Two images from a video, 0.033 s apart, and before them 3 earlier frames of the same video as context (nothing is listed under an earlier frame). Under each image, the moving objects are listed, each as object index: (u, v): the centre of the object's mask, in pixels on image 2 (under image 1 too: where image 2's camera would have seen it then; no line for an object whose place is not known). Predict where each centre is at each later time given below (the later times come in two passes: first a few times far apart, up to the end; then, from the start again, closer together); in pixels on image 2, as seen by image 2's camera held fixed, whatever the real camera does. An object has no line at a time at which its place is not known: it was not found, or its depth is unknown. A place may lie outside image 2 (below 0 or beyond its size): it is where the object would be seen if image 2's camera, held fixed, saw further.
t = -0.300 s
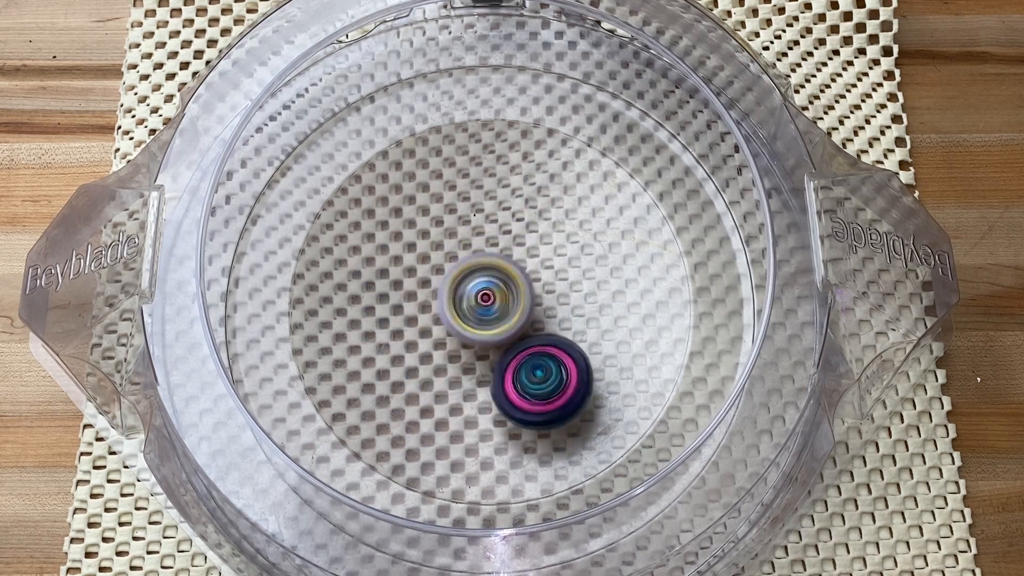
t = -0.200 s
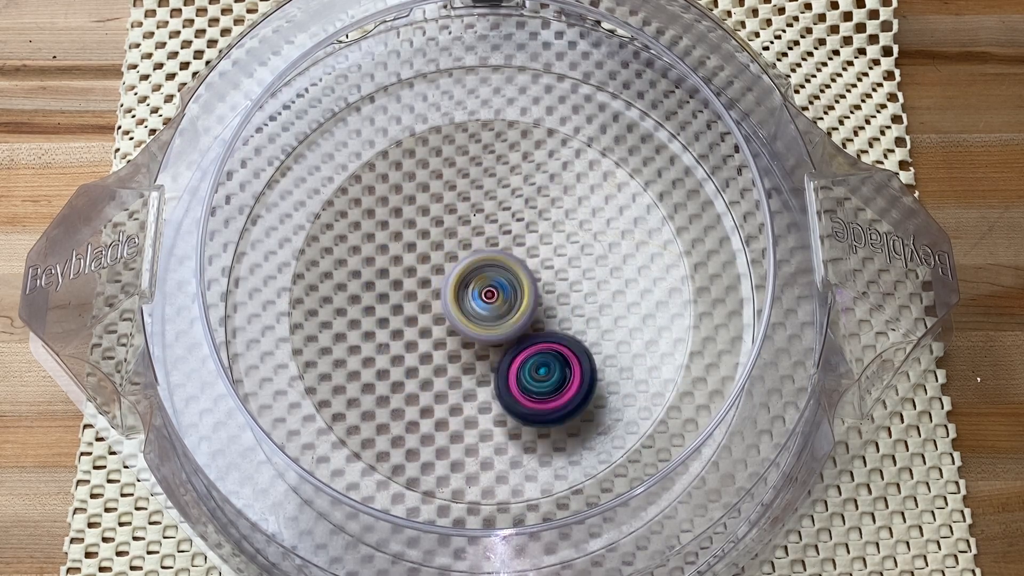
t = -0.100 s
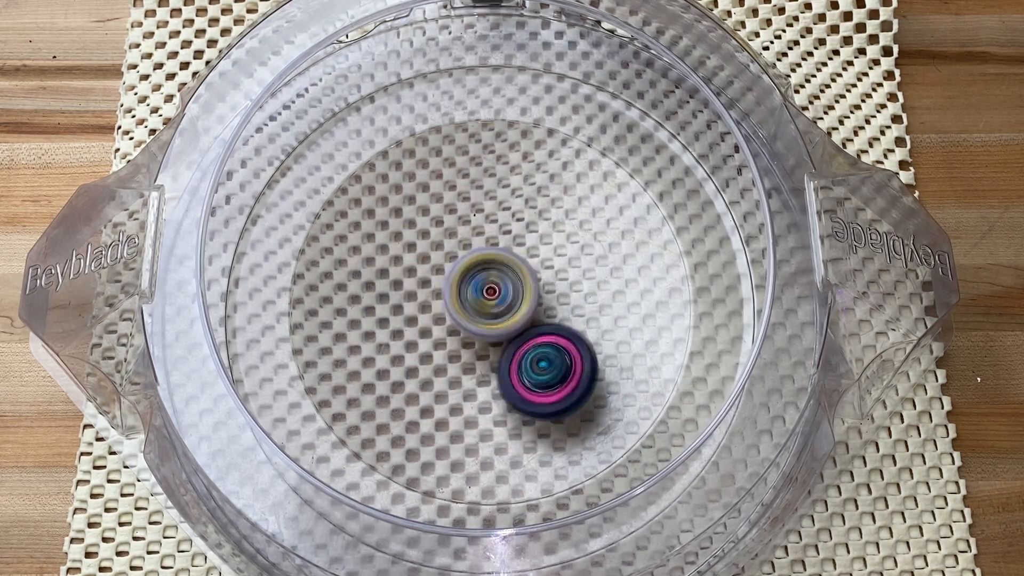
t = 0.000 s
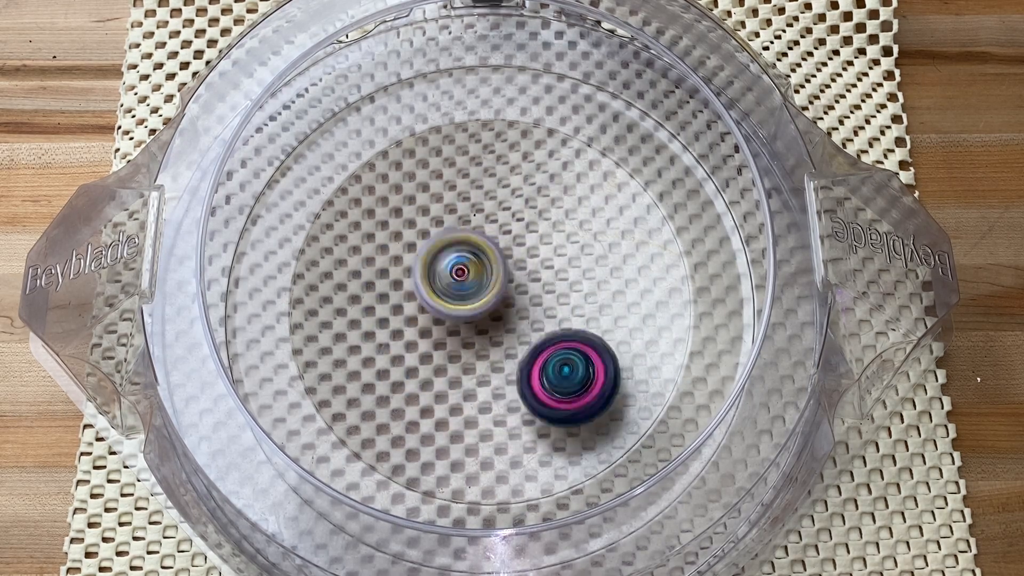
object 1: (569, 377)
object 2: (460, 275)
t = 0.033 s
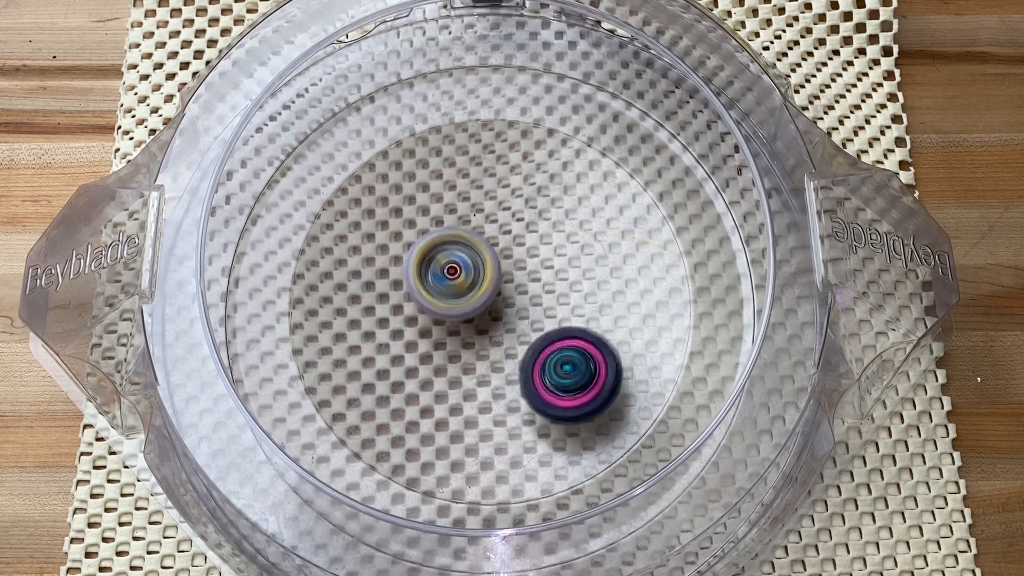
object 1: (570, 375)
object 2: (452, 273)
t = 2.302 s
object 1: (412, 258)
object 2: (511, 309)
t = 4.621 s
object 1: (555, 344)
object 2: (472, 294)
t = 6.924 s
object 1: (514, 262)
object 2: (470, 357)
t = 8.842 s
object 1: (521, 326)
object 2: (444, 272)
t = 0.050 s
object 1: (571, 374)
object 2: (447, 275)
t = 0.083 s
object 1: (573, 370)
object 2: (443, 276)
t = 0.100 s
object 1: (572, 369)
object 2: (443, 280)
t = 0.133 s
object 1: (573, 366)
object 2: (442, 285)
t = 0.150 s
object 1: (572, 364)
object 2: (443, 288)
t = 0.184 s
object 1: (572, 361)
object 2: (446, 295)
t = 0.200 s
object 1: (572, 359)
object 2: (448, 298)
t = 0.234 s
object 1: (571, 355)
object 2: (453, 305)
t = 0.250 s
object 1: (570, 352)
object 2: (456, 307)
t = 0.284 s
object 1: (568, 348)
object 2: (464, 313)
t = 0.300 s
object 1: (568, 346)
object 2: (467, 315)
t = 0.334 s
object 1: (573, 342)
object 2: (467, 313)
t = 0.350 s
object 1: (579, 341)
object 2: (461, 313)
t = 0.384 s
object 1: (583, 337)
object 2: (454, 311)
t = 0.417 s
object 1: (580, 332)
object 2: (450, 308)
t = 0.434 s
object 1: (579, 330)
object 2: (450, 310)
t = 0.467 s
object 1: (577, 324)
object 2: (449, 310)
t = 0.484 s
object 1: (575, 322)
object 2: (450, 309)
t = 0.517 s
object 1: (572, 317)
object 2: (451, 311)
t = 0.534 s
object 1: (569, 314)
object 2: (452, 310)
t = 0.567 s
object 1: (565, 308)
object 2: (455, 310)
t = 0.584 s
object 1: (563, 305)
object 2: (455, 311)
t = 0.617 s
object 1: (558, 300)
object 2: (458, 309)
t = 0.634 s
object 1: (557, 297)
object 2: (459, 310)
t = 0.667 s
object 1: (557, 292)
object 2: (458, 309)
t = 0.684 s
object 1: (555, 290)
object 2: (458, 308)
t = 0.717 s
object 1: (552, 286)
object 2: (458, 307)
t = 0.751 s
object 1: (552, 279)
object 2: (456, 306)
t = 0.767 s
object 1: (558, 275)
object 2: (451, 305)
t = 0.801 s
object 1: (561, 269)
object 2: (444, 307)
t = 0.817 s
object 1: (561, 267)
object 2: (440, 307)
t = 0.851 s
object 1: (560, 263)
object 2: (441, 307)
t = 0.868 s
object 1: (560, 261)
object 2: (441, 308)
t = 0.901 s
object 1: (558, 257)
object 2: (445, 309)
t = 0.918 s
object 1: (558, 255)
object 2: (449, 309)
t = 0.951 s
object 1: (557, 253)
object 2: (454, 309)
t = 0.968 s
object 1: (556, 253)
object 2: (456, 308)
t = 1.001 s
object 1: (554, 251)
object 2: (463, 306)
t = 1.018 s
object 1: (552, 249)
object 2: (465, 306)
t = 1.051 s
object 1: (550, 248)
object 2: (471, 304)
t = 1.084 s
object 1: (549, 245)
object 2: (473, 302)
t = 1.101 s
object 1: (550, 244)
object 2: (471, 305)
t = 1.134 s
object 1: (548, 243)
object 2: (469, 306)
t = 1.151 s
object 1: (546, 242)
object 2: (470, 305)
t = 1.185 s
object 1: (542, 241)
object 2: (471, 305)
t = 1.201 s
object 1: (540, 240)
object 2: (471, 305)
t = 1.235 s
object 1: (538, 237)
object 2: (471, 306)
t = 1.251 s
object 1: (536, 236)
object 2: (473, 310)
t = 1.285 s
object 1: (533, 235)
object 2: (475, 311)
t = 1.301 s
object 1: (531, 235)
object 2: (478, 310)
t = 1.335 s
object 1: (528, 232)
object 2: (480, 314)
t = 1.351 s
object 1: (525, 232)
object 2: (478, 315)
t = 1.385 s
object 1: (521, 231)
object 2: (482, 316)
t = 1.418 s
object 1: (517, 229)
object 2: (485, 316)
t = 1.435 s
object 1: (515, 228)
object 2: (486, 320)
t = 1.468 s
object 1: (512, 227)
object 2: (488, 323)
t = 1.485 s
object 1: (510, 227)
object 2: (491, 322)
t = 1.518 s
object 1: (506, 227)
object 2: (494, 322)
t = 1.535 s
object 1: (503, 227)
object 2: (494, 322)
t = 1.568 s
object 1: (497, 227)
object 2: (498, 319)
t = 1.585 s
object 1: (494, 225)
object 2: (501, 321)
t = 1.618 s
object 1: (488, 221)
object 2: (505, 328)
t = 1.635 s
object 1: (486, 221)
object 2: (507, 329)
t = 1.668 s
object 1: (480, 220)
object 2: (510, 330)
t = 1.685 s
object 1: (477, 219)
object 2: (509, 331)
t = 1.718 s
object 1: (473, 219)
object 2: (510, 329)
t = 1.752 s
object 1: (468, 219)
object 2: (511, 326)
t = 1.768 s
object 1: (466, 219)
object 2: (514, 325)
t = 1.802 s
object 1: (461, 220)
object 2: (514, 321)
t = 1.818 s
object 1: (458, 221)
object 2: (514, 317)
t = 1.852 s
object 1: (454, 222)
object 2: (515, 313)
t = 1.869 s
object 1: (452, 223)
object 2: (514, 313)
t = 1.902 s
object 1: (449, 225)
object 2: (512, 309)
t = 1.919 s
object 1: (447, 227)
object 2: (512, 306)
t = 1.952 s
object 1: (445, 229)
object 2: (509, 304)
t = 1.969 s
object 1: (443, 230)
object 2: (506, 303)
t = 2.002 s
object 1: (440, 233)
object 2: (502, 301)
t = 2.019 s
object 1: (437, 233)
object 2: (505, 303)
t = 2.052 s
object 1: (428, 232)
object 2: (509, 311)
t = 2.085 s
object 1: (425, 235)
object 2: (512, 316)
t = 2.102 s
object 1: (424, 236)
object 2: (511, 315)
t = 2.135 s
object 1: (421, 239)
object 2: (513, 316)
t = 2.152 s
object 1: (419, 242)
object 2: (513, 318)
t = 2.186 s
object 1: (416, 245)
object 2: (513, 317)
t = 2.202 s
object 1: (415, 246)
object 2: (513, 314)
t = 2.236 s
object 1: (414, 250)
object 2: (513, 312)
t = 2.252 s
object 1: (413, 252)
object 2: (512, 312)
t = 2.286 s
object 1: (413, 256)
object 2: (510, 310)
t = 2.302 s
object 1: (412, 258)
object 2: (511, 309)
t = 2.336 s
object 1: (412, 263)
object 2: (509, 307)
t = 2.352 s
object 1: (413, 266)
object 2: (505, 307)
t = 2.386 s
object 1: (413, 271)
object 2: (502, 306)
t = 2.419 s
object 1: (410, 275)
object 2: (503, 306)
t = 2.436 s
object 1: (410, 277)
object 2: (506, 307)
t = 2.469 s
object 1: (410, 282)
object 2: (505, 306)
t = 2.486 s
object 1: (410, 284)
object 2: (503, 306)
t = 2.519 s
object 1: (407, 289)
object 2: (506, 304)
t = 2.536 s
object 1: (407, 291)
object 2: (510, 305)
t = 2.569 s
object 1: (406, 295)
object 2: (512, 304)
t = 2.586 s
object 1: (406, 297)
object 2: (511, 302)
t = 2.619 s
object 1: (407, 302)
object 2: (511, 300)
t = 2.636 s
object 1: (407, 304)
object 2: (511, 300)
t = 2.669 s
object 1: (407, 308)
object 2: (508, 298)
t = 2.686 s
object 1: (408, 310)
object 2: (507, 296)
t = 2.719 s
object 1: (408, 314)
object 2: (506, 294)
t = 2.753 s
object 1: (409, 317)
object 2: (505, 292)
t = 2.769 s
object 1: (409, 319)
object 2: (506, 291)
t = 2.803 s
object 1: (410, 322)
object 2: (507, 287)
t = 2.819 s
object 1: (411, 324)
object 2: (508, 284)
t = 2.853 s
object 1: (413, 327)
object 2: (507, 281)
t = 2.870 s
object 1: (414, 329)
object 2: (506, 280)
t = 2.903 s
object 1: (417, 332)
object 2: (502, 279)
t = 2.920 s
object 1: (419, 334)
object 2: (501, 276)
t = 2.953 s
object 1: (416, 341)
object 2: (503, 272)
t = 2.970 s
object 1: (411, 348)
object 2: (508, 266)
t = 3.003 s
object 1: (408, 357)
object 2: (515, 257)
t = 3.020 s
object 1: (409, 359)
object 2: (519, 251)
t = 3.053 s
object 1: (412, 364)
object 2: (520, 247)
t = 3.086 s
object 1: (414, 368)
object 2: (519, 246)
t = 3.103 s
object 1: (416, 370)
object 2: (517, 248)
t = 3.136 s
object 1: (419, 373)
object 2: (514, 250)
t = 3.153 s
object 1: (421, 374)
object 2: (512, 249)
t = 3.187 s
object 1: (425, 377)
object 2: (507, 252)
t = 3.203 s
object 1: (427, 378)
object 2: (505, 255)
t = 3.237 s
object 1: (431, 380)
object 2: (501, 258)
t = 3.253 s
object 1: (434, 381)
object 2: (499, 259)
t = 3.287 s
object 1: (439, 381)
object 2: (497, 263)
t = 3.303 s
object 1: (442, 381)
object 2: (497, 267)
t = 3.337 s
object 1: (448, 382)
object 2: (497, 272)
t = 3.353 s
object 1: (451, 382)
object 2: (496, 275)
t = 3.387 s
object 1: (458, 381)
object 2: (496, 283)
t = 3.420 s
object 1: (465, 379)
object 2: (498, 291)
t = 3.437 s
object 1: (467, 381)
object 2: (500, 292)
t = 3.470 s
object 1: (465, 391)
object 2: (512, 286)
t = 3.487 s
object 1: (466, 392)
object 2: (516, 286)
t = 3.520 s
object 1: (469, 393)
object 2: (524, 285)
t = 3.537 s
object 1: (470, 393)
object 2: (526, 283)
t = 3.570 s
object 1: (473, 392)
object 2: (530, 282)
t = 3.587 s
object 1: (475, 392)
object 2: (533, 280)
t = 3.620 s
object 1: (478, 390)
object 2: (535, 278)
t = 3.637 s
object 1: (481, 389)
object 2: (535, 278)
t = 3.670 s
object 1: (485, 388)
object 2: (533, 274)
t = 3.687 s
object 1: (487, 386)
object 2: (530, 272)
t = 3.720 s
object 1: (491, 382)
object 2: (523, 272)
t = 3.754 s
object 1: (497, 379)
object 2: (514, 276)
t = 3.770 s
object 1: (499, 377)
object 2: (511, 278)
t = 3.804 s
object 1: (504, 388)
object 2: (504, 269)
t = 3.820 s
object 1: (505, 397)
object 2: (498, 262)
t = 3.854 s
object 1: (508, 408)
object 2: (490, 250)
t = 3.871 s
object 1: (509, 410)
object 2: (484, 246)
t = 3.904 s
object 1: (511, 410)
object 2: (477, 243)
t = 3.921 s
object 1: (512, 410)
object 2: (476, 242)
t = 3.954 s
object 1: (514, 410)
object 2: (469, 242)
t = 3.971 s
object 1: (515, 409)
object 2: (467, 246)
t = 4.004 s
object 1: (516, 407)
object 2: (464, 252)
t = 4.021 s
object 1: (517, 406)
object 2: (461, 256)
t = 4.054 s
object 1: (519, 402)
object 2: (459, 263)
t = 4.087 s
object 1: (520, 399)
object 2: (457, 272)
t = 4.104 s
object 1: (520, 397)
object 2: (455, 276)
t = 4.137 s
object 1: (521, 391)
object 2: (455, 287)
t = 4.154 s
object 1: (521, 389)
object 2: (456, 290)
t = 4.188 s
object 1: (521, 382)
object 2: (457, 301)
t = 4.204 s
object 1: (522, 379)
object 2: (460, 306)
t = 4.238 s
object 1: (541, 391)
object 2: (449, 294)
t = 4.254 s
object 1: (550, 394)
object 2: (443, 288)
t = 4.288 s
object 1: (557, 395)
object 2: (436, 281)
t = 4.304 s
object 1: (559, 394)
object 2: (432, 278)
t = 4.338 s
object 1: (561, 391)
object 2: (431, 277)
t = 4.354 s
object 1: (562, 390)
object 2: (430, 275)
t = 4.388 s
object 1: (563, 386)
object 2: (429, 278)
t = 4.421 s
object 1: (563, 383)
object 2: (430, 281)
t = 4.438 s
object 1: (564, 380)
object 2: (430, 282)
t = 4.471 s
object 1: (564, 375)
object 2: (433, 288)
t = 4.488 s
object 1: (563, 372)
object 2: (438, 290)
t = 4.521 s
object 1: (562, 365)
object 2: (444, 293)
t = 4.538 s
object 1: (561, 361)
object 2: (450, 296)
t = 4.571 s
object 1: (558, 354)
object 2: (461, 297)
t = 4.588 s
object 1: (556, 350)
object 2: (465, 298)
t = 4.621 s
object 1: (555, 344)
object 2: (472, 294)
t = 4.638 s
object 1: (558, 342)
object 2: (473, 290)
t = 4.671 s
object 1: (566, 337)
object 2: (465, 275)
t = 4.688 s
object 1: (567, 334)
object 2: (460, 270)
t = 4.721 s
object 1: (567, 330)
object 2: (457, 263)
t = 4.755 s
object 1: (563, 324)
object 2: (451, 257)
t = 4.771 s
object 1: (561, 320)
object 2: (449, 254)
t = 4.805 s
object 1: (557, 313)
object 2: (445, 249)
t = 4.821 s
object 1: (555, 309)
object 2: (442, 247)
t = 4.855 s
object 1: (550, 302)
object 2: (439, 243)
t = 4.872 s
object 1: (548, 298)
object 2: (437, 241)
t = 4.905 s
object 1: (543, 292)
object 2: (435, 240)
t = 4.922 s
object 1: (542, 289)
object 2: (434, 238)
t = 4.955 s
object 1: (537, 284)
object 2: (433, 239)
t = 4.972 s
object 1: (536, 281)
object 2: (434, 239)
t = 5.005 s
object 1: (533, 276)
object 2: (435, 243)
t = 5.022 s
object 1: (532, 273)
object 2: (438, 246)
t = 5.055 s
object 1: (531, 271)
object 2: (437, 250)
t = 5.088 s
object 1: (536, 266)
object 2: (432, 259)
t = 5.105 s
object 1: (541, 264)
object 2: (427, 262)
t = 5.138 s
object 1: (542, 261)
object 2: (422, 273)
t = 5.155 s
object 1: (541, 261)
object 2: (422, 277)
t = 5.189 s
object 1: (542, 261)
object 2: (424, 289)
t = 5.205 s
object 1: (541, 261)
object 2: (429, 293)
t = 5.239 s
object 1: (541, 261)
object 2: (435, 302)
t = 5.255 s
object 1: (539, 260)
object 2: (440, 307)
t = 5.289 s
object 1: (538, 261)
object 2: (450, 313)
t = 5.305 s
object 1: (537, 261)
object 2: (454, 316)
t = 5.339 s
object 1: (536, 262)
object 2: (461, 321)
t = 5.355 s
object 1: (537, 260)
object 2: (462, 324)
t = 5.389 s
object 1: (536, 259)
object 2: (465, 331)
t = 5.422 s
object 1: (534, 262)
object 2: (472, 336)
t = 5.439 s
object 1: (535, 263)
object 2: (477, 337)
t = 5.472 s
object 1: (534, 262)
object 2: (485, 342)
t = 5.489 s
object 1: (533, 261)
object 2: (488, 346)
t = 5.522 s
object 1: (529, 262)
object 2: (493, 351)
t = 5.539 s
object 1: (529, 264)
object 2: (499, 352)
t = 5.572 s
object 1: (528, 264)
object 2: (507, 354)
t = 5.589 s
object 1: (526, 264)
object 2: (512, 353)
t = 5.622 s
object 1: (523, 265)
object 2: (518, 356)
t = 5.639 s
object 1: (522, 265)
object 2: (523, 356)
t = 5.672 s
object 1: (518, 262)
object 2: (527, 365)
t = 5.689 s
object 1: (515, 261)
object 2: (531, 367)
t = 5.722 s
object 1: (513, 264)
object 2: (536, 371)
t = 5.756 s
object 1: (508, 266)
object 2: (542, 371)
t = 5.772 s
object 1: (507, 268)
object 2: (544, 372)
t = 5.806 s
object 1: (502, 268)
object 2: (544, 368)
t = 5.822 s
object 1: (500, 269)
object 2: (547, 365)
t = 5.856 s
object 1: (498, 271)
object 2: (546, 358)
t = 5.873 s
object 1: (495, 271)
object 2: (546, 353)
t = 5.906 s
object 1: (491, 272)
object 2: (540, 345)
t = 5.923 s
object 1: (487, 271)
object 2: (541, 344)
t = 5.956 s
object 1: (473, 250)
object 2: (550, 361)
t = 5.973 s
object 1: (468, 242)
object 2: (553, 365)
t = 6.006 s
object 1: (460, 228)
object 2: (554, 370)
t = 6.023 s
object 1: (458, 222)
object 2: (557, 371)
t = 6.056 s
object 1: (455, 218)
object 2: (556, 372)
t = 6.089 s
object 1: (454, 219)
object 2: (552, 368)
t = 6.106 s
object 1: (455, 220)
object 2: (552, 365)
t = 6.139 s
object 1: (457, 222)
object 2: (546, 360)
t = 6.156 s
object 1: (457, 223)
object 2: (541, 356)
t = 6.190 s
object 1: (457, 227)
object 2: (534, 350)
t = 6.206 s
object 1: (459, 228)
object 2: (533, 347)
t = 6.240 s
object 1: (461, 233)
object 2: (526, 340)
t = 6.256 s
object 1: (462, 235)
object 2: (522, 336)
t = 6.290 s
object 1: (465, 242)
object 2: (517, 329)
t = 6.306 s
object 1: (467, 244)
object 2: (513, 326)
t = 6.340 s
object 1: (468, 244)
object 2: (511, 330)
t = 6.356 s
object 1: (468, 245)
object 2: (511, 331)
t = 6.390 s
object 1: (470, 248)
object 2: (510, 332)
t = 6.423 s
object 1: (472, 247)
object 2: (506, 337)
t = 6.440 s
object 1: (472, 244)
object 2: (504, 342)
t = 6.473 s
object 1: (471, 242)
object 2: (506, 351)
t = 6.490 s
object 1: (472, 243)
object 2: (505, 354)
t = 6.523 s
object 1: (476, 245)
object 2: (505, 355)
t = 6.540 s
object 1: (477, 246)
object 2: (505, 357)
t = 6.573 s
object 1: (480, 248)
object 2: (504, 360)
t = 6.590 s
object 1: (482, 249)
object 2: (505, 361)
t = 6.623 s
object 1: (485, 253)
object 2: (503, 364)
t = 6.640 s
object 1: (487, 253)
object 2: (500, 365)
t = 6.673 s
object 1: (490, 255)
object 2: (498, 365)
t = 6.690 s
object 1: (491, 257)
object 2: (498, 365)
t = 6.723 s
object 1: (495, 260)
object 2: (496, 360)
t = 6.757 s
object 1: (499, 263)
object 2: (493, 356)
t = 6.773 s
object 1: (501, 264)
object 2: (490, 354)
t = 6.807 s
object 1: (504, 262)
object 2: (484, 354)
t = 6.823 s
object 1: (505, 260)
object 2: (481, 356)
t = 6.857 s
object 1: (508, 261)
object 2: (477, 358)
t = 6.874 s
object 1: (509, 261)
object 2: (476, 358)
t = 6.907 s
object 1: (513, 261)
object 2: (473, 358)
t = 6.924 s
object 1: (514, 262)
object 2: (470, 357)
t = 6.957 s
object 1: (516, 262)
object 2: (467, 354)
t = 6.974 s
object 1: (517, 262)
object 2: (466, 353)
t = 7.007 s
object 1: (520, 264)
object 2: (464, 348)
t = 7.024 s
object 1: (521, 263)
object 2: (464, 346)
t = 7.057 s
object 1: (522, 264)
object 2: (462, 341)
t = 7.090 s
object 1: (523, 264)
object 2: (461, 336)
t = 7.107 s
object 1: (524, 264)
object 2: (457, 334)
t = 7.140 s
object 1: (523, 263)
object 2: (453, 331)
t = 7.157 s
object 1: (523, 265)
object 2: (453, 330)
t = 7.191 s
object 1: (526, 266)
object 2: (447, 328)
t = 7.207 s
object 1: (527, 266)
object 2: (444, 327)
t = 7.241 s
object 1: (527, 266)
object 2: (443, 323)
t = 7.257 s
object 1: (527, 267)
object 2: (441, 321)
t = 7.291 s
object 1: (526, 269)
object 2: (440, 318)
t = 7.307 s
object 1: (527, 270)
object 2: (440, 316)
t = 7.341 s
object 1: (531, 270)
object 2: (438, 312)
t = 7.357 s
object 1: (530, 269)
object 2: (435, 310)
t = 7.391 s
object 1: (527, 269)
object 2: (435, 306)
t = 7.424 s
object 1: (526, 276)
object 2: (434, 303)
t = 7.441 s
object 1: (528, 277)
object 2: (433, 301)
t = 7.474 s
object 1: (531, 276)
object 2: (427, 297)
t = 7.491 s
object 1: (530, 276)
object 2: (427, 296)
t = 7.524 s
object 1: (527, 278)
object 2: (426, 295)
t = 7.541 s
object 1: (527, 280)
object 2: (427, 296)
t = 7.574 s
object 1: (528, 283)
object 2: (427, 295)
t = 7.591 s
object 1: (530, 284)
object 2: (426, 294)
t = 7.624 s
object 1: (529, 284)
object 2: (428, 293)
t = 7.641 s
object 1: (531, 284)
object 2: (425, 291)
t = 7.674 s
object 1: (528, 286)
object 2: (425, 291)
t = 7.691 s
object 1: (527, 288)
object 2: (425, 291)
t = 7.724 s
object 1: (528, 292)
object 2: (426, 291)
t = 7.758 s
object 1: (530, 293)
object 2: (426, 292)
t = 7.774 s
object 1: (531, 293)
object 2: (427, 291)
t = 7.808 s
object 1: (528, 296)
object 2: (428, 294)
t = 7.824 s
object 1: (529, 297)
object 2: (428, 295)
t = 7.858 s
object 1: (531, 300)
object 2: (429, 293)
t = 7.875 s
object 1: (534, 300)
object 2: (426, 292)
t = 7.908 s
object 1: (534, 300)
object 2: (427, 293)
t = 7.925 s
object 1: (533, 301)
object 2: (426, 292)
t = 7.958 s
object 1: (530, 305)
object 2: (427, 293)
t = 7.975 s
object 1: (530, 307)
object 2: (428, 292)
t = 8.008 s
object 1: (532, 310)
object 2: (429, 292)
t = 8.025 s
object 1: (533, 309)
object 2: (433, 291)
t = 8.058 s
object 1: (534, 308)
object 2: (430, 289)
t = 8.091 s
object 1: (532, 308)
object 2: (431, 288)
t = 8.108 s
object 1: (530, 309)
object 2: (432, 289)
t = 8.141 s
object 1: (528, 312)
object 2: (432, 290)
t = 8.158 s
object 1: (527, 313)
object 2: (433, 289)
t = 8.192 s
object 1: (531, 314)
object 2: (430, 283)
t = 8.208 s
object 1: (532, 313)
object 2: (432, 281)
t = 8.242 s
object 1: (530, 310)
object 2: (435, 281)
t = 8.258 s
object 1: (531, 310)
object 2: (434, 282)
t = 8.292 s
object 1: (530, 309)
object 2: (433, 281)
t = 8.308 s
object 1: (529, 309)
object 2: (433, 281)
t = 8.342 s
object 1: (526, 310)
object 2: (436, 279)
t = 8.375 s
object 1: (527, 315)
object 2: (438, 276)
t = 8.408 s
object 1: (531, 316)
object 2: (442, 272)
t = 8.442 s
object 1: (541, 318)
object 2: (442, 266)
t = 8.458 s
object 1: (542, 318)
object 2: (442, 263)
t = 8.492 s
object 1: (539, 320)
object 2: (447, 263)
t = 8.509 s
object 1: (539, 322)
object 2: (448, 264)
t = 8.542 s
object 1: (536, 325)
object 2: (449, 268)
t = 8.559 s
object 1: (535, 327)
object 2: (450, 271)
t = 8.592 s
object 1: (535, 330)
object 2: (449, 275)
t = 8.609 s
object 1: (535, 331)
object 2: (449, 278)
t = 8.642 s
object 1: (536, 332)
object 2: (448, 280)
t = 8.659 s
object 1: (535, 330)
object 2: (448, 282)
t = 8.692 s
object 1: (533, 327)
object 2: (444, 277)
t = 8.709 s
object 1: (534, 326)
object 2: (443, 274)
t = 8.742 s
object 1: (534, 324)
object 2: (438, 273)
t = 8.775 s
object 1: (529, 322)
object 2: (439, 271)
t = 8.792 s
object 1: (526, 322)
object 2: (440, 271)
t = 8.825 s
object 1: (521, 324)
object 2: (443, 272)
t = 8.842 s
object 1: (521, 326)
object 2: (444, 272)
